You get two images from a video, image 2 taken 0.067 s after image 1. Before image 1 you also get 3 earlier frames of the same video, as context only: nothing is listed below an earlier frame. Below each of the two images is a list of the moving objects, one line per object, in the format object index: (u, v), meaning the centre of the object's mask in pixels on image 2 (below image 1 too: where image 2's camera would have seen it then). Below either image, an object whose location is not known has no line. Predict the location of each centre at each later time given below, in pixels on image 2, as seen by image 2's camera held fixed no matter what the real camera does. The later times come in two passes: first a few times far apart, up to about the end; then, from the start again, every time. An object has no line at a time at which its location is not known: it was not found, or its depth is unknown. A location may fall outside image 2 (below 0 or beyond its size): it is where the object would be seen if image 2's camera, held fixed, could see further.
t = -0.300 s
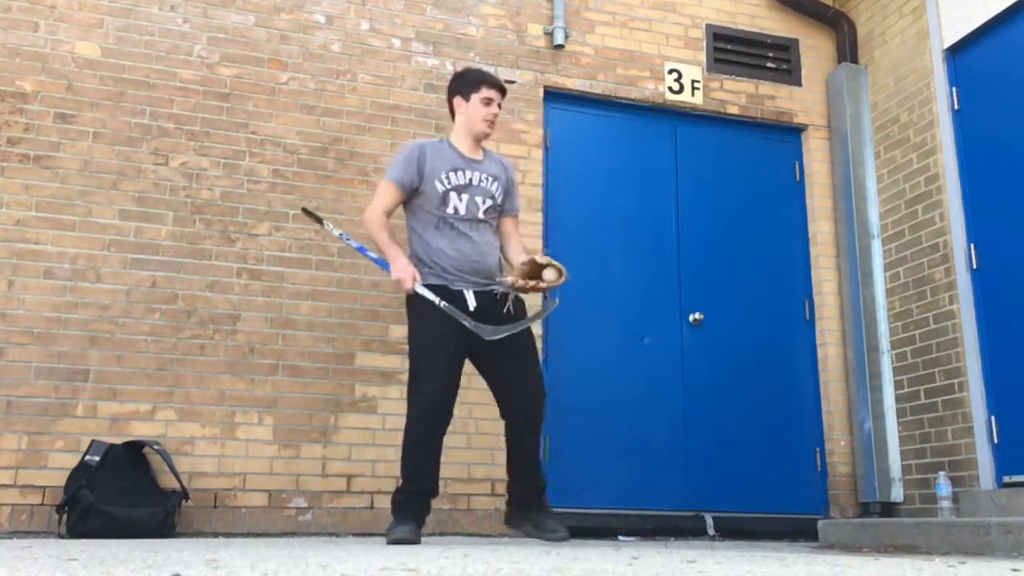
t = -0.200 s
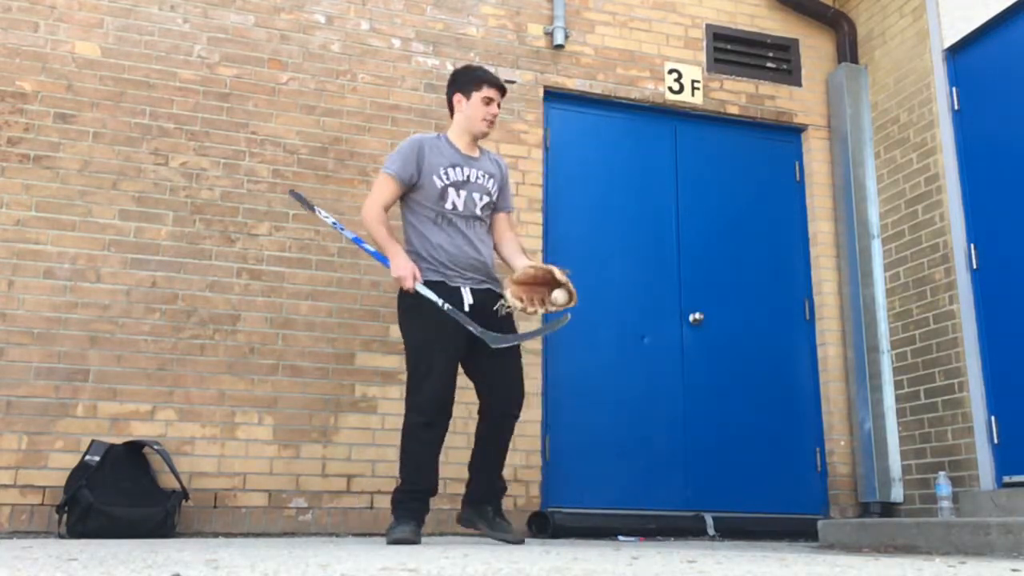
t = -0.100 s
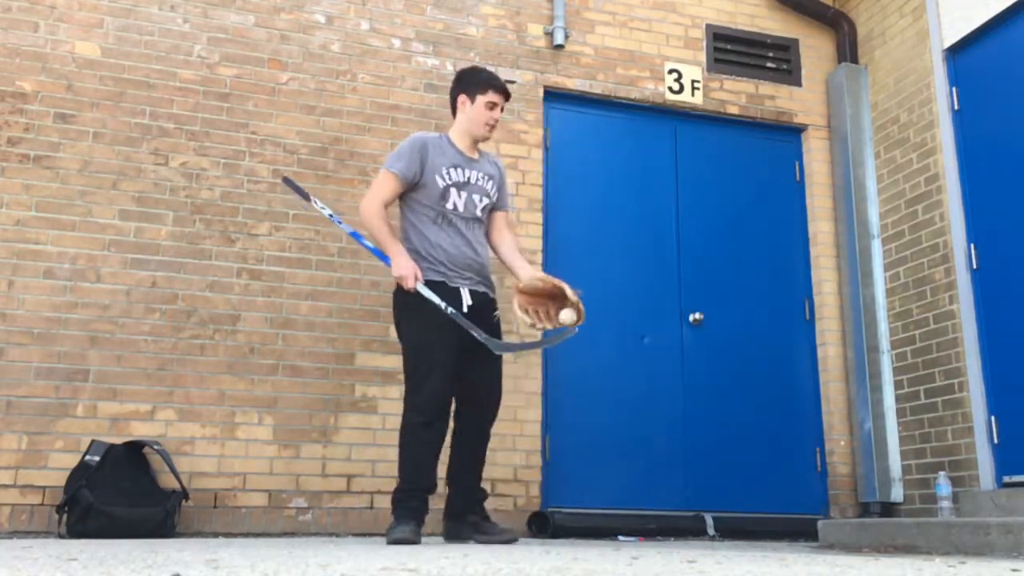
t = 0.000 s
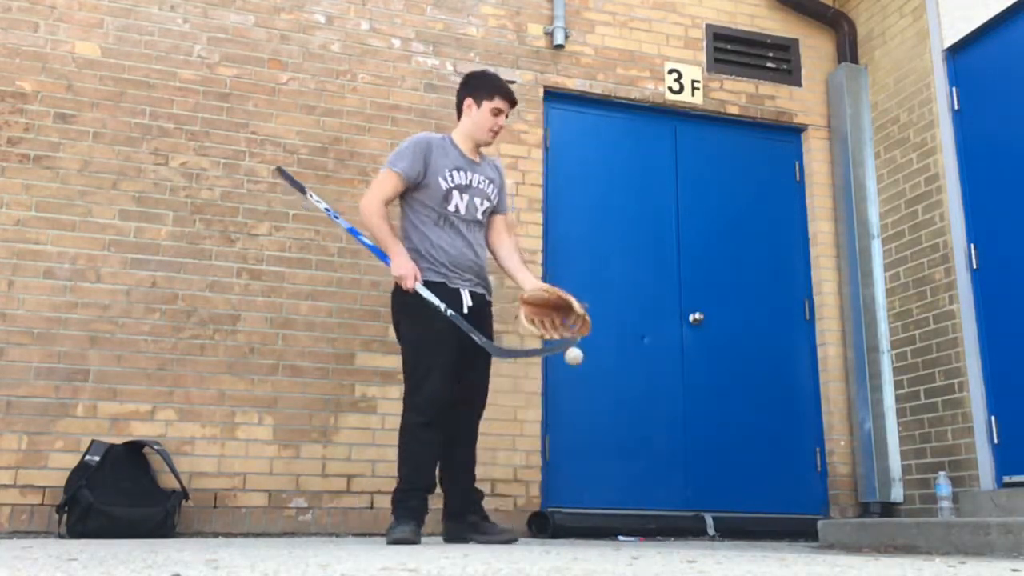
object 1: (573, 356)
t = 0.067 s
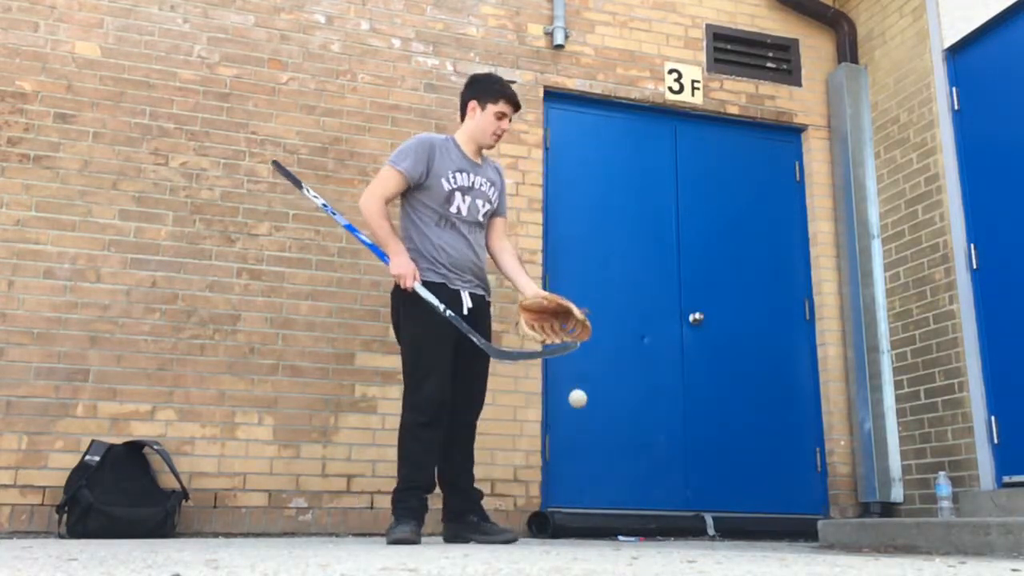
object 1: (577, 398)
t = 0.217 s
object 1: (586, 537)
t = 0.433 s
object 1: (593, 447)
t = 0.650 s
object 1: (600, 496)
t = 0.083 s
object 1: (578, 411)
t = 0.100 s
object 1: (579, 424)
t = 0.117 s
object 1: (580, 438)
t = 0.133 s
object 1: (581, 453)
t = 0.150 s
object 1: (582, 469)
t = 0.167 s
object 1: (583, 486)
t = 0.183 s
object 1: (584, 504)
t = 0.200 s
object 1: (585, 524)
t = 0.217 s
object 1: (586, 537)
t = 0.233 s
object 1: (587, 525)
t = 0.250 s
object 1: (587, 514)
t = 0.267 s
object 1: (588, 502)
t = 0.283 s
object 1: (588, 493)
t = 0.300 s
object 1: (589, 485)
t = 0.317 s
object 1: (589, 477)
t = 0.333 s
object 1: (590, 470)
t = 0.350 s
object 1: (590, 464)
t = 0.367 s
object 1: (591, 459)
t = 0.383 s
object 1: (591, 454)
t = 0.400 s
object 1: (592, 451)
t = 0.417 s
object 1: (592, 449)
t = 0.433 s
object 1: (593, 447)
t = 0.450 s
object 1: (593, 446)
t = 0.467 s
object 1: (594, 445)
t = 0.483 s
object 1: (594, 446)
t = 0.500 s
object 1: (595, 447)
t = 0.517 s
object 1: (596, 449)
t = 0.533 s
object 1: (596, 452)
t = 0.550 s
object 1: (596, 456)
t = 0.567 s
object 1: (597, 461)
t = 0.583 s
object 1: (598, 466)
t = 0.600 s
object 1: (598, 473)
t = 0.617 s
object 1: (599, 479)
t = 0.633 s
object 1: (599, 487)
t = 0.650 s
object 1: (600, 496)
